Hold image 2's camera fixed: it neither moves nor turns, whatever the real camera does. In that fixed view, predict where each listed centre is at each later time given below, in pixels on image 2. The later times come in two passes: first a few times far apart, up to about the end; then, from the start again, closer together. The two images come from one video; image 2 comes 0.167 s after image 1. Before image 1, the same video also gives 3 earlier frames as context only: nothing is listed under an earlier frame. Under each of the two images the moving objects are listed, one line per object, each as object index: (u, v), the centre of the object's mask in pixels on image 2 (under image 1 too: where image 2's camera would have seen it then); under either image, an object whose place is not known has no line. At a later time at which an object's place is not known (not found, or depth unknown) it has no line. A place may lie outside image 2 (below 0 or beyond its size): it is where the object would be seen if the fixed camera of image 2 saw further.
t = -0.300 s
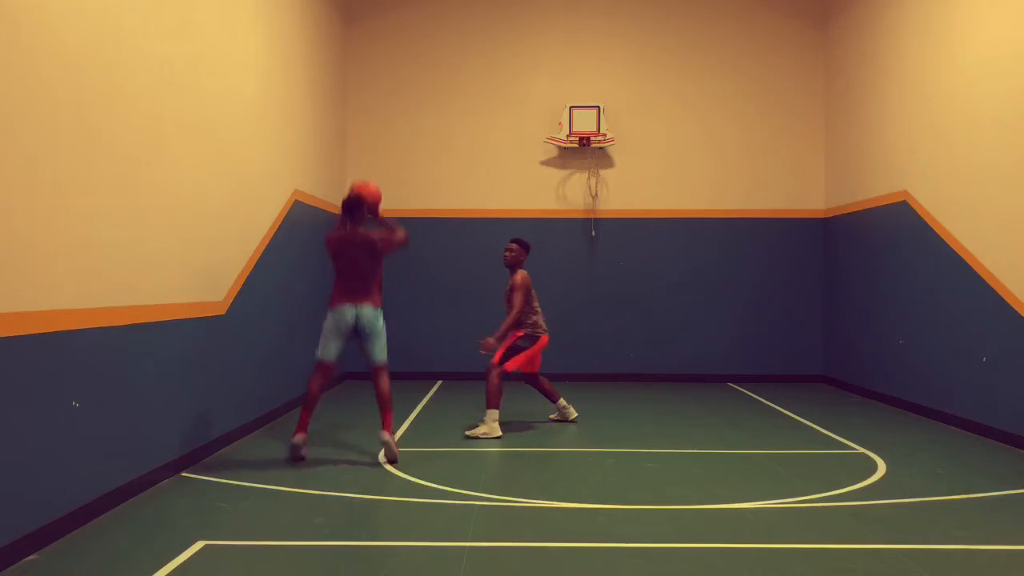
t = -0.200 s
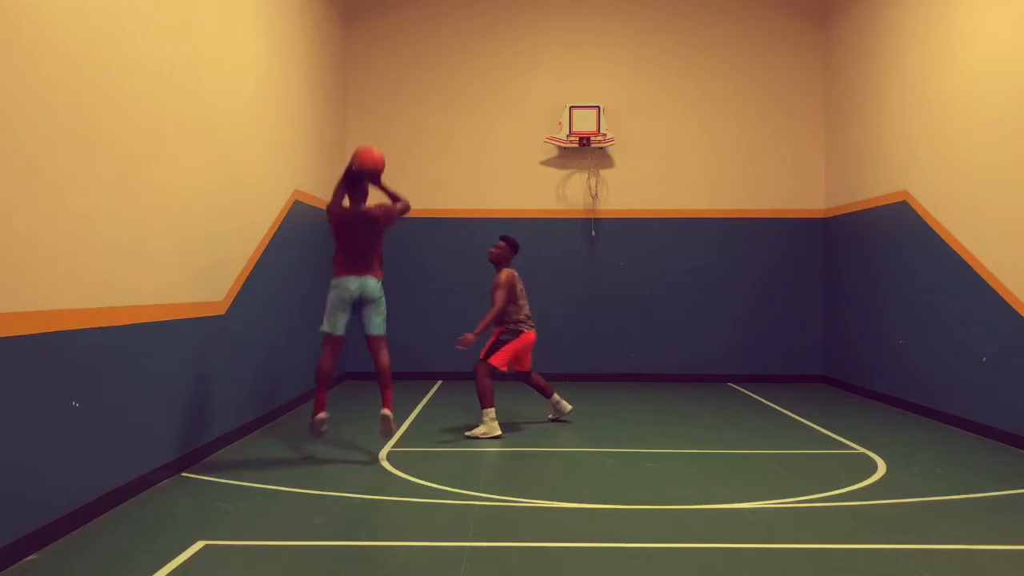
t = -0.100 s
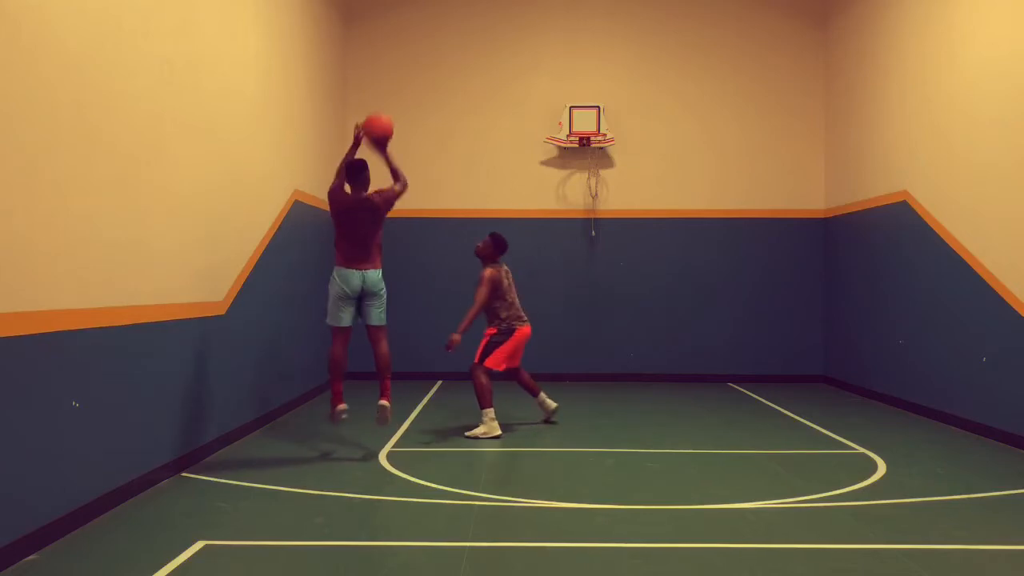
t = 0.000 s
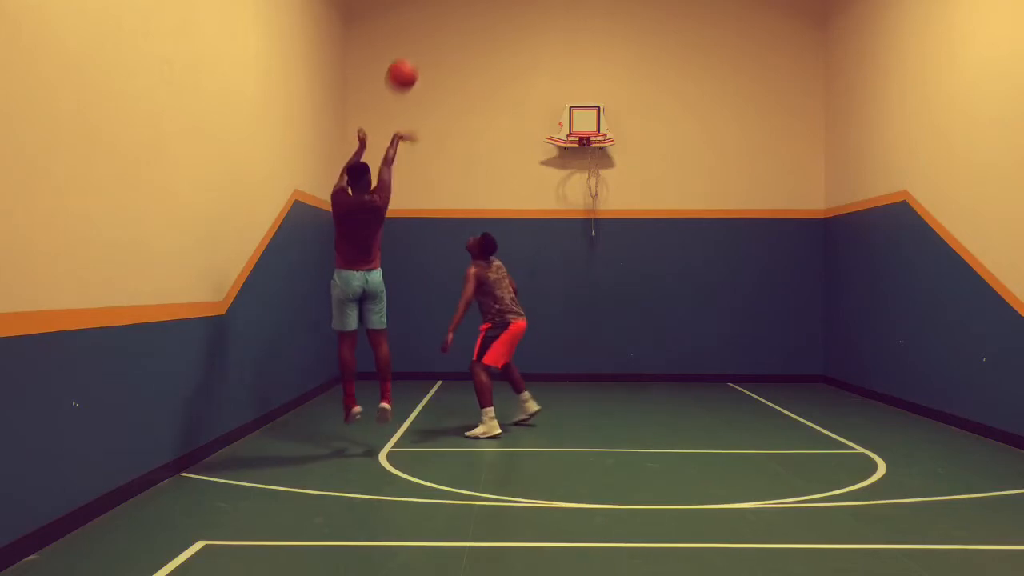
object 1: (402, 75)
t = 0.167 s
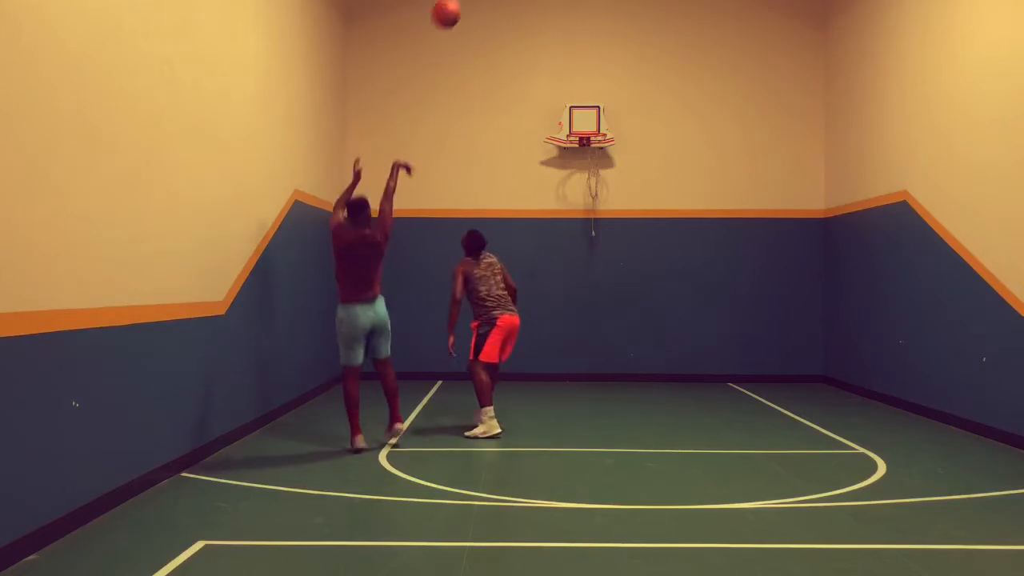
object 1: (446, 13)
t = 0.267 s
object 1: (470, 4)
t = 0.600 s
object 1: (532, 13)
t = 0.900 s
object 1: (574, 103)
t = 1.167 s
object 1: (598, 203)
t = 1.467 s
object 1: (612, 319)
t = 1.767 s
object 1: (621, 309)
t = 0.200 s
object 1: (454, 9)
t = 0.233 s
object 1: (462, 6)
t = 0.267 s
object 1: (470, 4)
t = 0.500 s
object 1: (515, 4)
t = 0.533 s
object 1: (521, 6)
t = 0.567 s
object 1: (526, 8)
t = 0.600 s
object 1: (532, 13)
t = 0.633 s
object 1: (537, 20)
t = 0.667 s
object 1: (542, 28)
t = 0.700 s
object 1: (547, 37)
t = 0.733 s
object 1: (552, 46)
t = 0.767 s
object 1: (557, 57)
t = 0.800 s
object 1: (562, 67)
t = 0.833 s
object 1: (566, 78)
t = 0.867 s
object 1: (570, 90)
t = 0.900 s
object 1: (574, 103)
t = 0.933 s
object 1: (579, 117)
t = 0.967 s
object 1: (584, 132)
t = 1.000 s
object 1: (587, 146)
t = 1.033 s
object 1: (591, 162)
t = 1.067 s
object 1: (593, 171)
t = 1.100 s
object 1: (595, 181)
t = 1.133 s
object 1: (596, 191)
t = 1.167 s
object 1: (598, 203)
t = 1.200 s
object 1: (599, 211)
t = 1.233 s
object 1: (600, 221)
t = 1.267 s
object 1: (602, 232)
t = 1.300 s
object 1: (604, 243)
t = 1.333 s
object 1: (605, 256)
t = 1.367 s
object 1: (606, 270)
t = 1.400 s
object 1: (609, 285)
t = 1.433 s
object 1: (611, 301)
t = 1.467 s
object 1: (612, 319)
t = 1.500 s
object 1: (614, 337)
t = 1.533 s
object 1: (616, 357)
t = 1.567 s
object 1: (618, 377)
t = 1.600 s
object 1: (618, 371)
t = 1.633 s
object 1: (619, 357)
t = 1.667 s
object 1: (619, 344)
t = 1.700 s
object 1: (620, 332)
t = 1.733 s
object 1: (621, 320)
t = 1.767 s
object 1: (621, 309)
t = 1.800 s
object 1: (622, 300)
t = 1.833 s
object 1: (623, 291)
